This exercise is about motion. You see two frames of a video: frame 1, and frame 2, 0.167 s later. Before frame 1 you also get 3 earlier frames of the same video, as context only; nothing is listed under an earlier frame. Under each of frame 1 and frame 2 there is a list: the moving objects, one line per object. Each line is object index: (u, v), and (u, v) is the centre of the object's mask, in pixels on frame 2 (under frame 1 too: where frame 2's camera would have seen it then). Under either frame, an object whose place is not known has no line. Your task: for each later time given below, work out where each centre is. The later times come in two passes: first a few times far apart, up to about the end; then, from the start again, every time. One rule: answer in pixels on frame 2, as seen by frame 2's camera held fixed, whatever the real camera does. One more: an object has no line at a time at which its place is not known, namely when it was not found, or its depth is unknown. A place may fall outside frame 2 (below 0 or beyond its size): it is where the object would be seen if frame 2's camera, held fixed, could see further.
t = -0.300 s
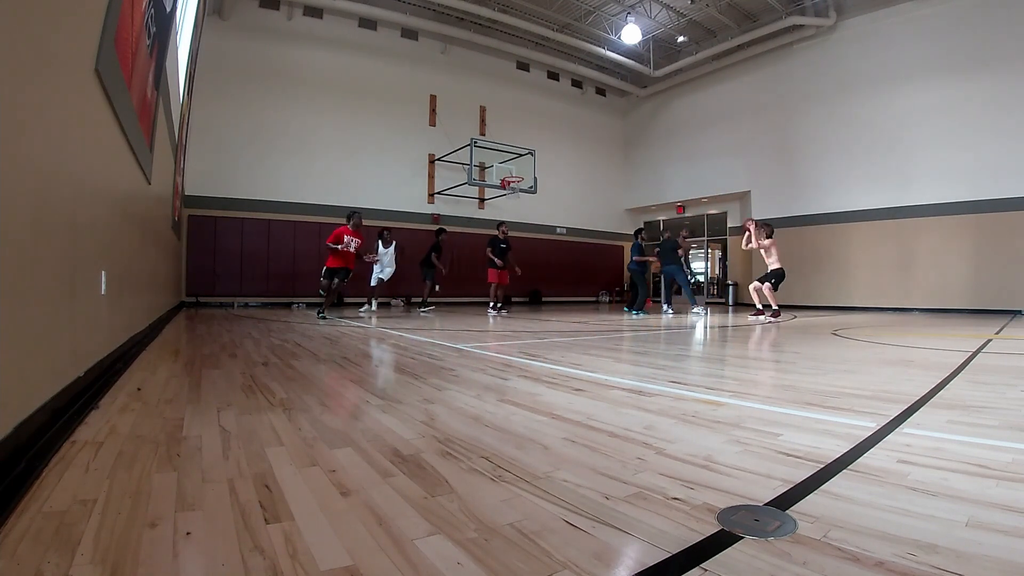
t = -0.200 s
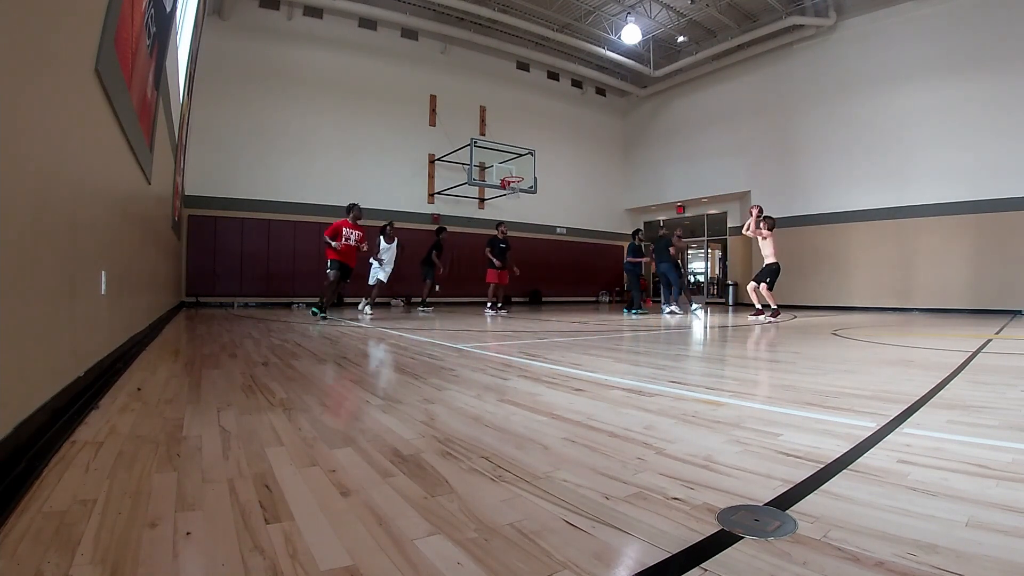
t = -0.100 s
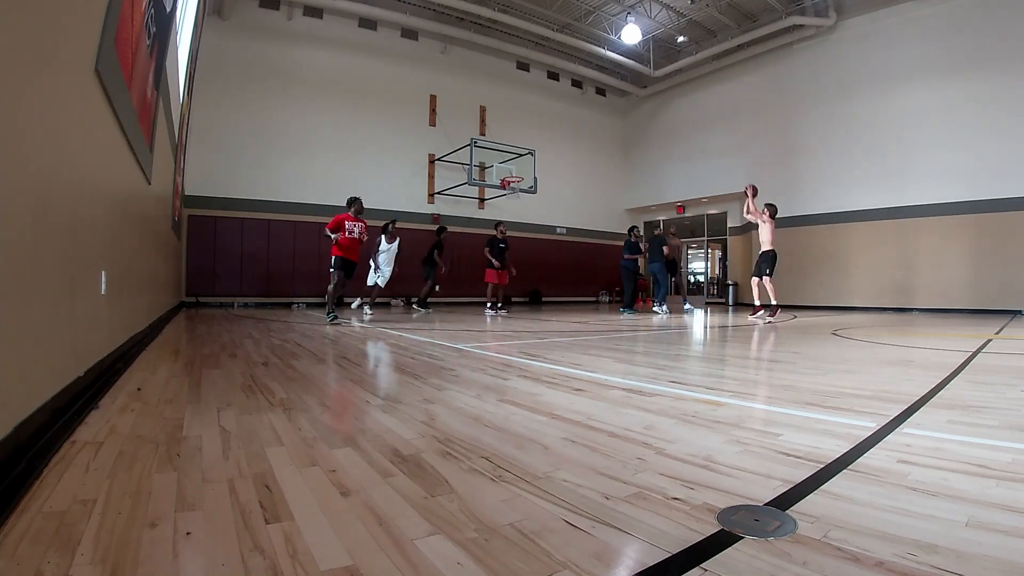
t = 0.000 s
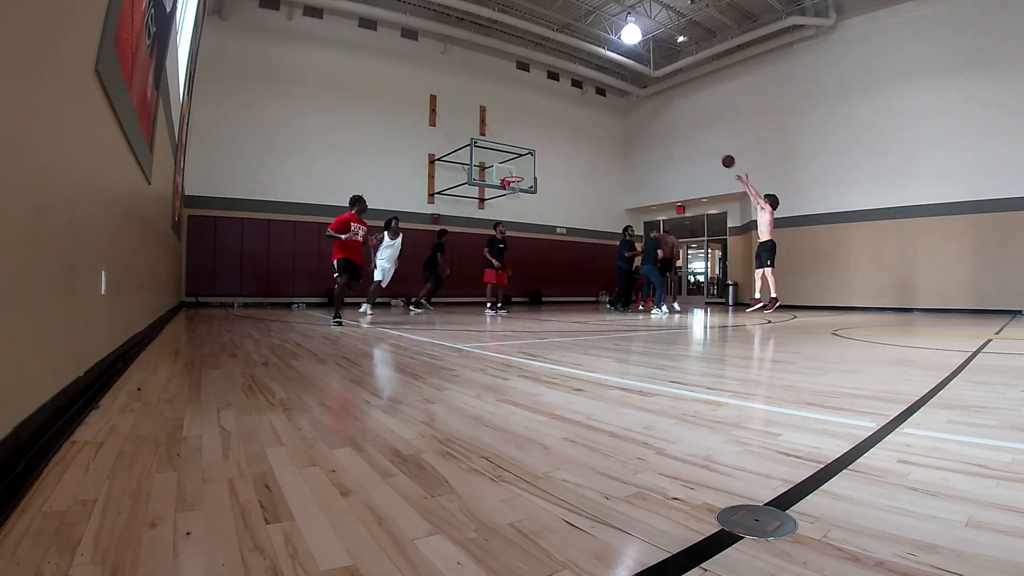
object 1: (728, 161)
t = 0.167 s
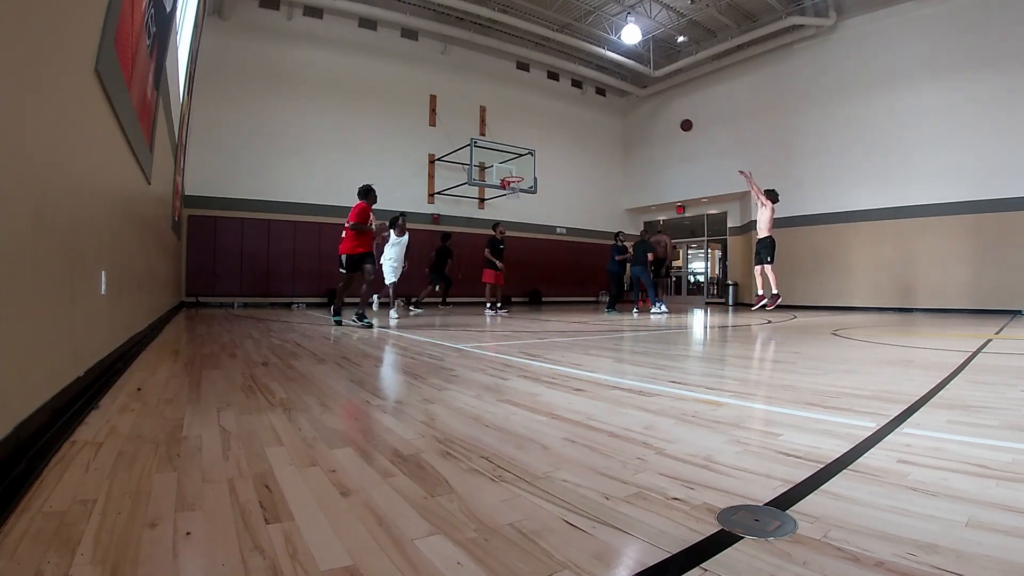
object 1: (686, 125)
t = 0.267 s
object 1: (663, 111)
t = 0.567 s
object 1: (601, 103)
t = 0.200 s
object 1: (678, 119)
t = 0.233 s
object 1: (670, 115)
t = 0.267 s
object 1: (663, 111)
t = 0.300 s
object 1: (655, 108)
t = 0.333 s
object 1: (648, 106)
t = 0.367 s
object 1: (641, 104)
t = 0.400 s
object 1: (634, 102)
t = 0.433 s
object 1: (627, 101)
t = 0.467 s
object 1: (620, 101)
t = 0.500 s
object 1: (614, 101)
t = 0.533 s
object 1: (607, 102)
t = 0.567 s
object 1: (601, 103)
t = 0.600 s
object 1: (595, 105)
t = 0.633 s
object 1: (589, 107)
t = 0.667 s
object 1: (583, 109)
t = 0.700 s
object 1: (577, 112)
